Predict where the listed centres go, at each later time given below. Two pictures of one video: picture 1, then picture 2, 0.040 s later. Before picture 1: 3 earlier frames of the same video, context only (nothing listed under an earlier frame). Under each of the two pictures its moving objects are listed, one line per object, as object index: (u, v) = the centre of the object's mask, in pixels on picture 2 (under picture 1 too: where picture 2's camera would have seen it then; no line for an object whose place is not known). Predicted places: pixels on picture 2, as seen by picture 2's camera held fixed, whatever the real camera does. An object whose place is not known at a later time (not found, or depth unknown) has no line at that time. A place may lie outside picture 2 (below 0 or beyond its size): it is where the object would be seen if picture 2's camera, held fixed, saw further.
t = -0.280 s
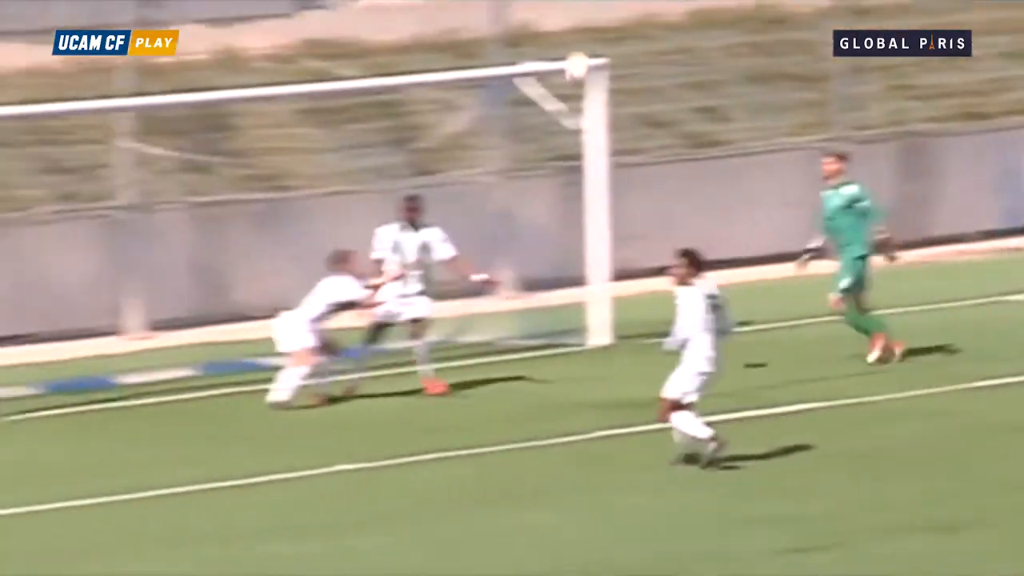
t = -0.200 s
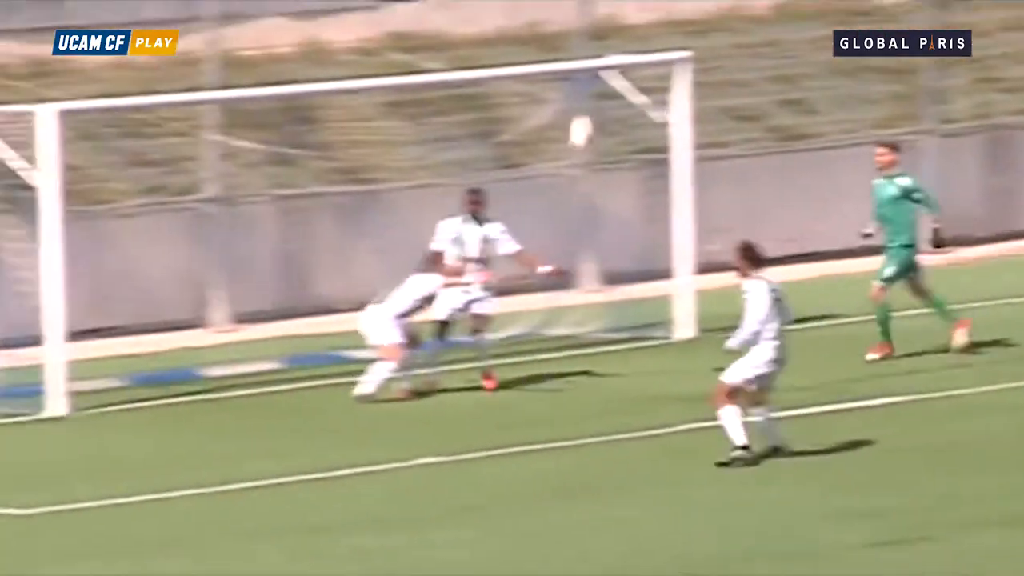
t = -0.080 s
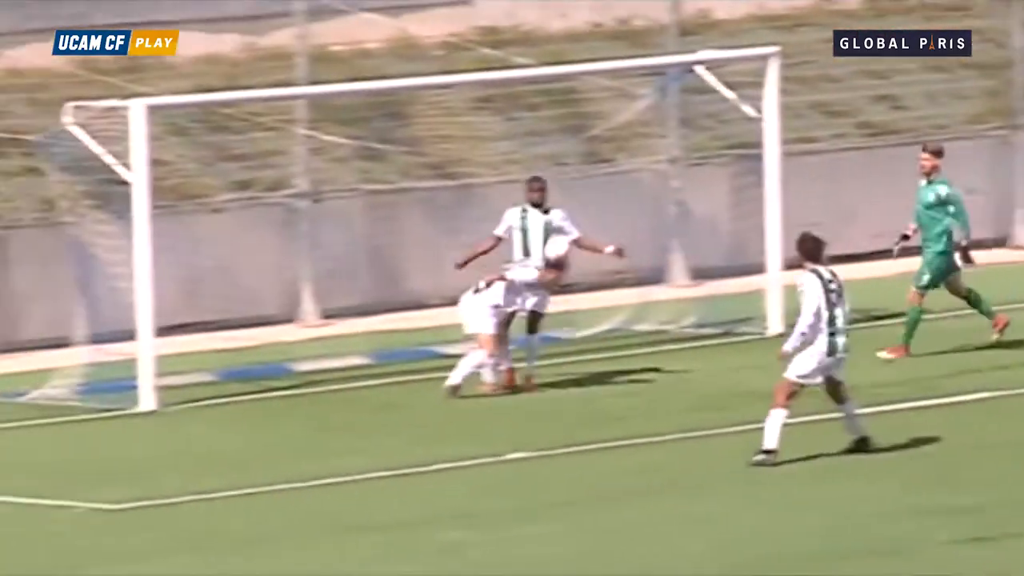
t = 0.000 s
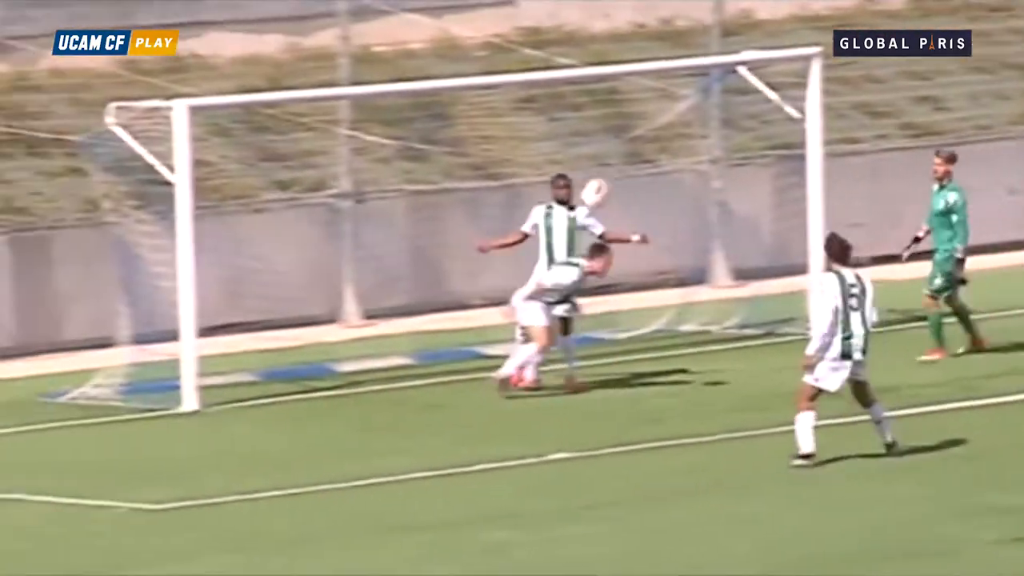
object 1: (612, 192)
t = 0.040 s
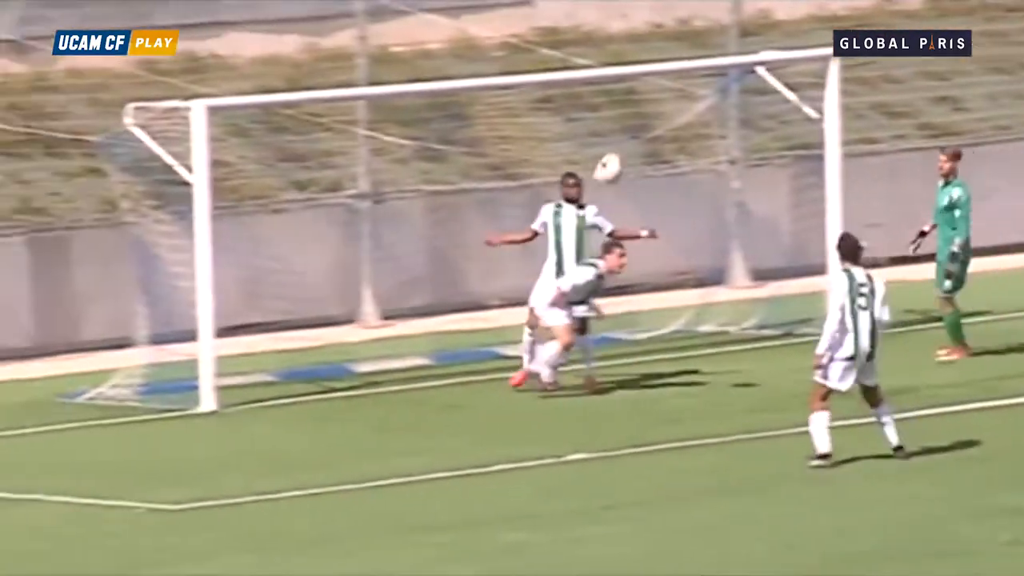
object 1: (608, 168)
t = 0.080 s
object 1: (606, 145)
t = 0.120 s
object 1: (605, 123)
